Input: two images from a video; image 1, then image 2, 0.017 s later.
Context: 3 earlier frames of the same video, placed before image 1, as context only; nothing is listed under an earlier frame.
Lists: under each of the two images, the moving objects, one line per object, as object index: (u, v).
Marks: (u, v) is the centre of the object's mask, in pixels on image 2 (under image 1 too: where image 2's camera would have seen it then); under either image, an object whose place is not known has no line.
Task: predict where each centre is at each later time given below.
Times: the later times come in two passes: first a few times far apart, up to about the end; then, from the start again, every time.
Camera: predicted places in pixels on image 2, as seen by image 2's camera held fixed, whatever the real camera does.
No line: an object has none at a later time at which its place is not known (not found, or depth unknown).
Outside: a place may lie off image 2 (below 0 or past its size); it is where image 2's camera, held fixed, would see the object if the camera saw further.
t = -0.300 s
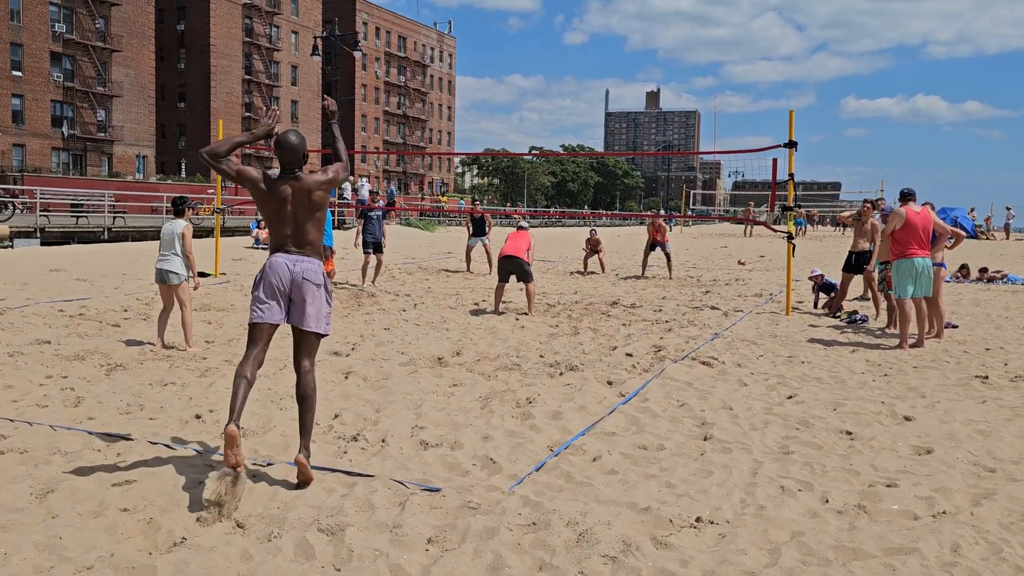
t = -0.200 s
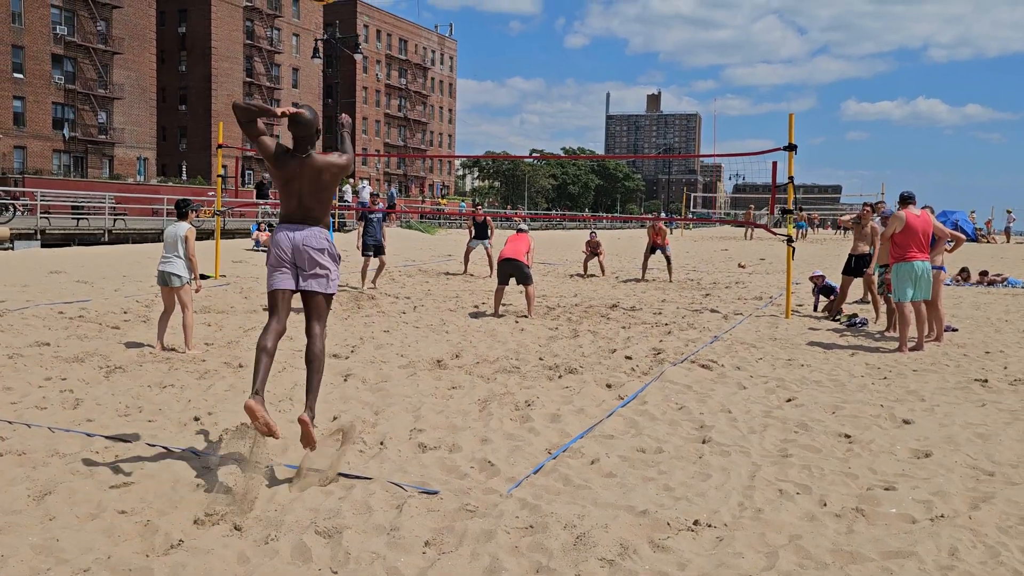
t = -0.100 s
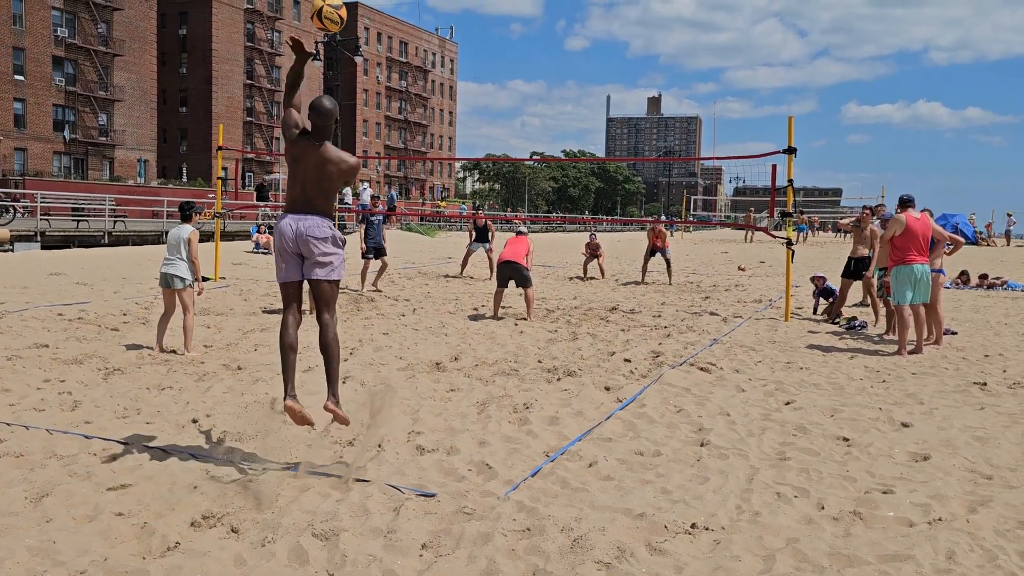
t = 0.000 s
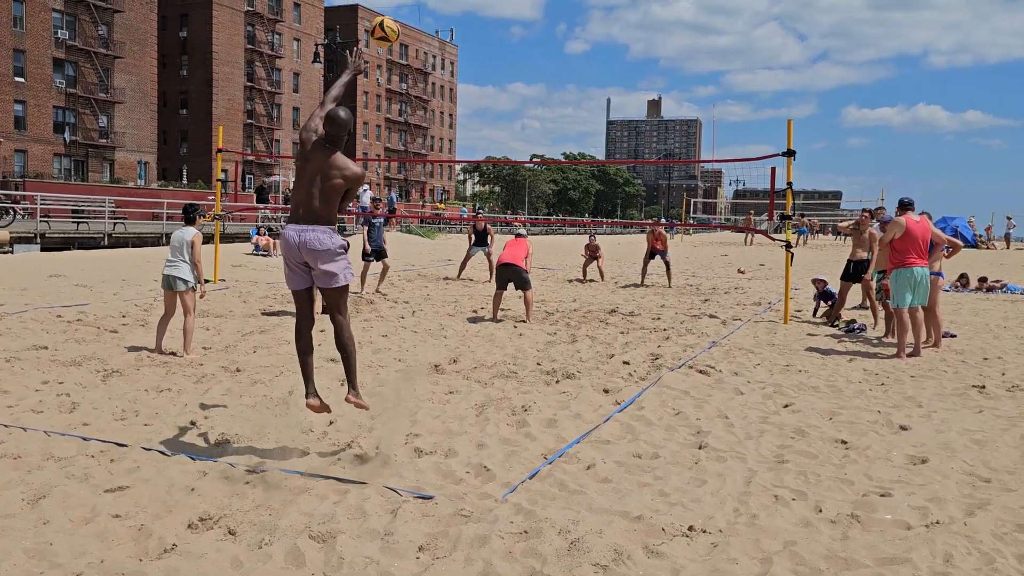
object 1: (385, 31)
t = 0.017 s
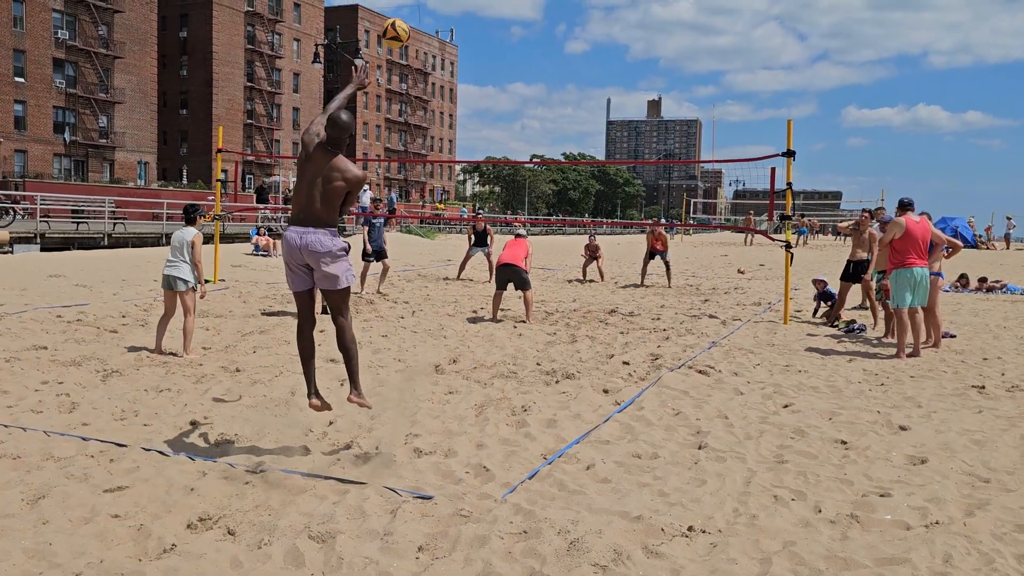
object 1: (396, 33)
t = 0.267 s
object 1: (496, 69)
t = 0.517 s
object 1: (534, 121)
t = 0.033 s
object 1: (406, 35)
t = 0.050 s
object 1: (416, 36)
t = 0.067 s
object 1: (425, 38)
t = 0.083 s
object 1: (433, 40)
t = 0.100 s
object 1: (441, 42)
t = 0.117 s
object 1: (449, 45)
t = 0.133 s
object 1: (455, 47)
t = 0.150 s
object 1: (462, 50)
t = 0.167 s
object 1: (468, 52)
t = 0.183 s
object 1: (473, 55)
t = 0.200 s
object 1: (478, 58)
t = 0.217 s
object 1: (483, 60)
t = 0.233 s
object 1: (488, 63)
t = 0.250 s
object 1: (492, 66)
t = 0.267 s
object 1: (496, 69)
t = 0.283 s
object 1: (499, 72)
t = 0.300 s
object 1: (503, 75)
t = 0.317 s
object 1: (506, 78)
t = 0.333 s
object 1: (509, 81)
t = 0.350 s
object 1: (512, 84)
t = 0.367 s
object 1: (515, 88)
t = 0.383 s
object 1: (517, 91)
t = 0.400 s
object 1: (520, 95)
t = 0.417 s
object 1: (522, 98)
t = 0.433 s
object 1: (525, 102)
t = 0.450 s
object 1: (527, 106)
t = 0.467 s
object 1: (529, 109)
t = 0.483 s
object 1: (531, 113)
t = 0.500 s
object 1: (533, 117)
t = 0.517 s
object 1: (534, 121)
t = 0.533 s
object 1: (536, 125)
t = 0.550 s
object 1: (538, 128)
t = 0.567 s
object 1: (540, 132)
